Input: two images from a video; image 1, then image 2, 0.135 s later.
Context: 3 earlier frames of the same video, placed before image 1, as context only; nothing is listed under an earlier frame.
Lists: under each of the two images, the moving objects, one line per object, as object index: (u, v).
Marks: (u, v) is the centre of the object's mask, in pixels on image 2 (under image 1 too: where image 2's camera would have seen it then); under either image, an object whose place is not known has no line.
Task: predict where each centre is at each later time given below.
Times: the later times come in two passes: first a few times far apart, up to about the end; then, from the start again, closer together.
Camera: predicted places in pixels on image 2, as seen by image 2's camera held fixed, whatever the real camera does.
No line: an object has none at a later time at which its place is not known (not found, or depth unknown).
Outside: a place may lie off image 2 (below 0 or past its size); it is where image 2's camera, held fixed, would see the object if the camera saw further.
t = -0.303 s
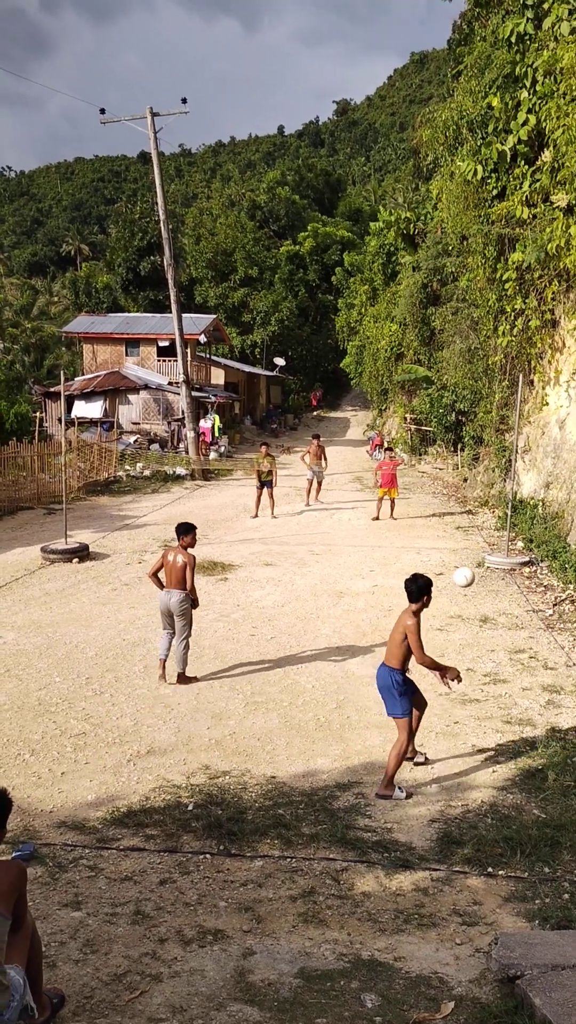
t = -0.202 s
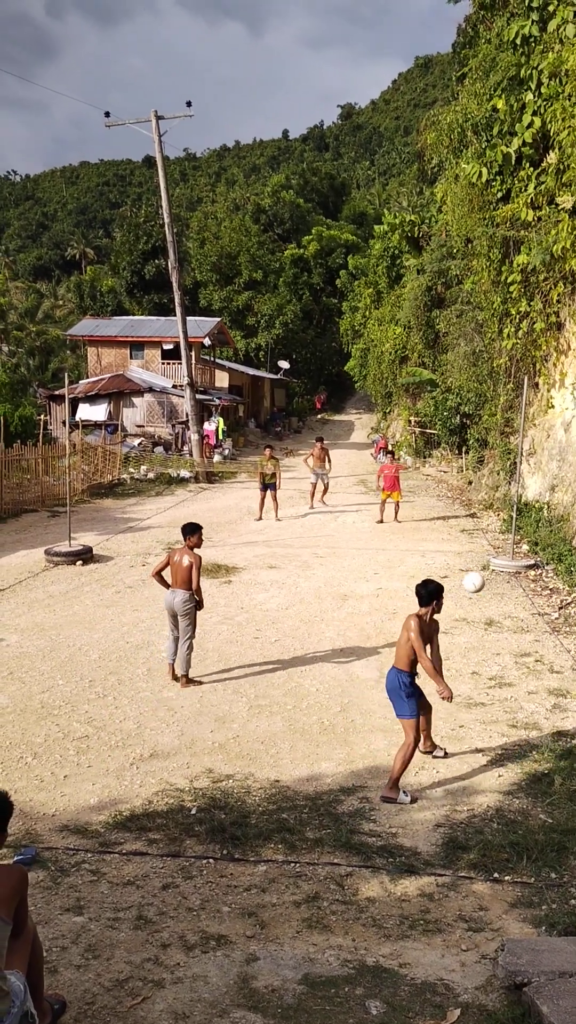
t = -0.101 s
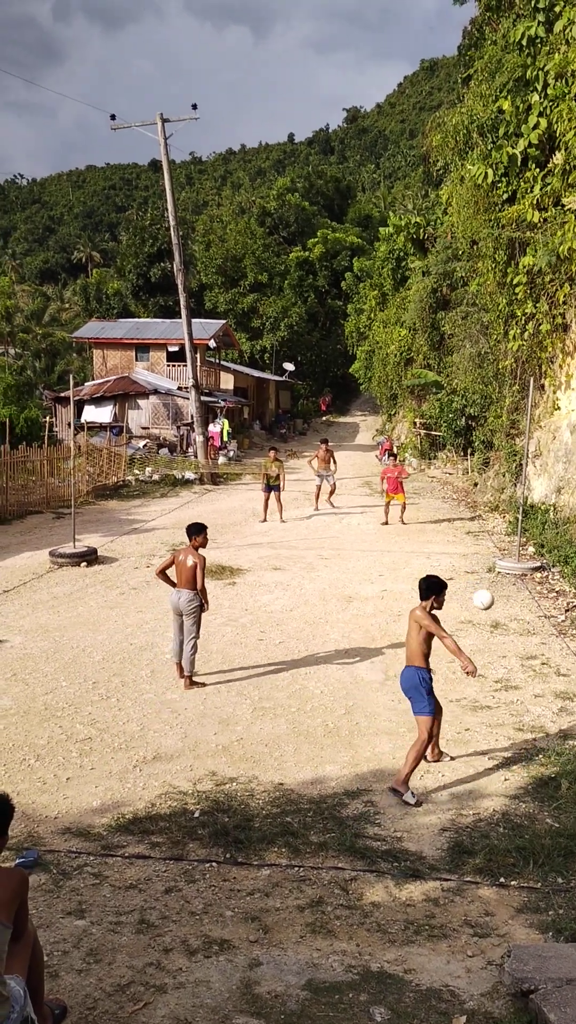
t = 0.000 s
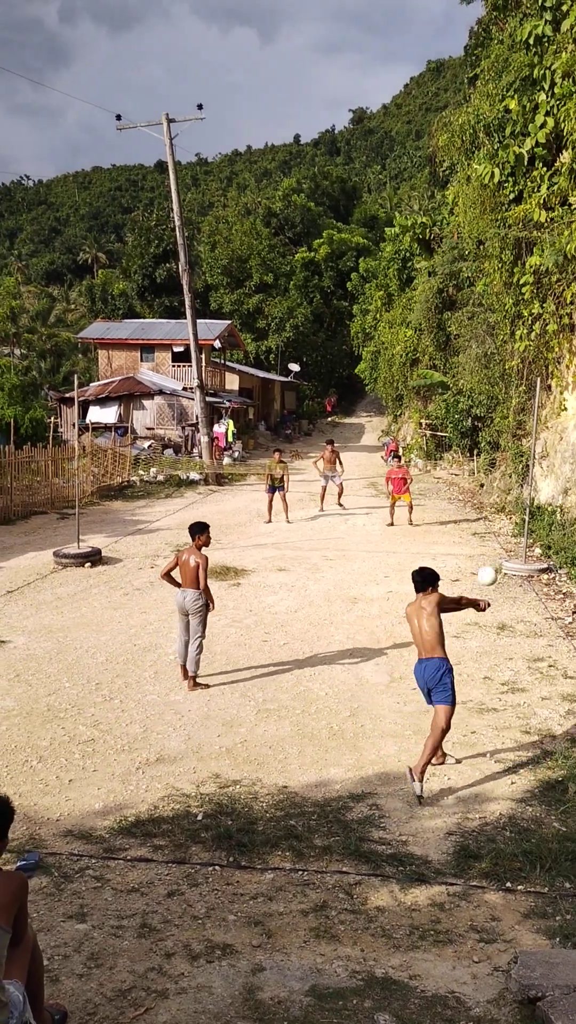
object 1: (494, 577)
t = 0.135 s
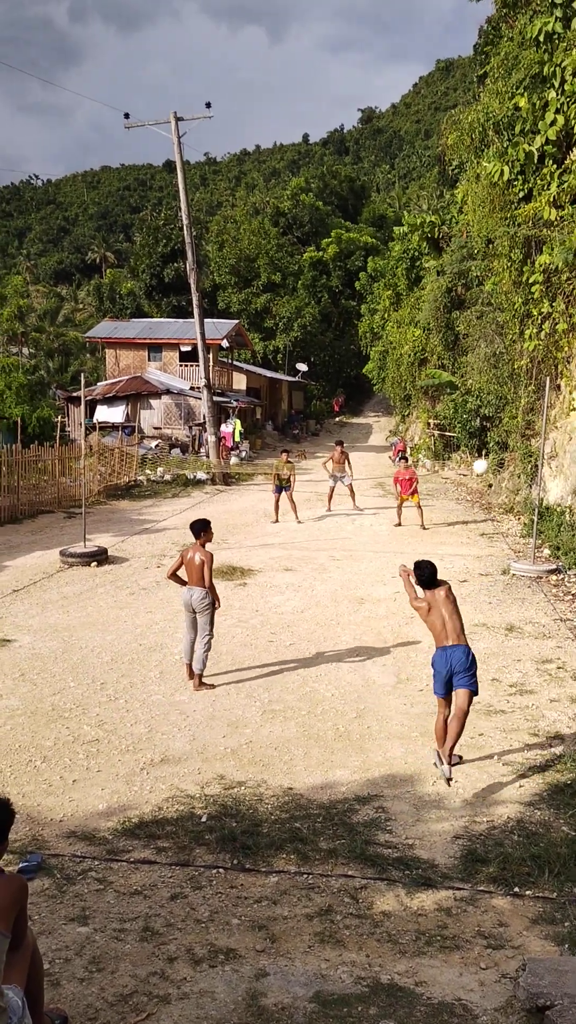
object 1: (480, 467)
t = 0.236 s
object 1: (472, 420)
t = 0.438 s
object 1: (458, 375)
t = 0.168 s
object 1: (477, 449)
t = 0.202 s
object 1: (475, 433)
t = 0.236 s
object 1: (472, 420)
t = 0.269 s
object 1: (469, 409)
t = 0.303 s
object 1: (466, 399)
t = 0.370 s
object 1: (462, 385)
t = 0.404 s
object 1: (460, 379)
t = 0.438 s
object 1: (458, 375)
